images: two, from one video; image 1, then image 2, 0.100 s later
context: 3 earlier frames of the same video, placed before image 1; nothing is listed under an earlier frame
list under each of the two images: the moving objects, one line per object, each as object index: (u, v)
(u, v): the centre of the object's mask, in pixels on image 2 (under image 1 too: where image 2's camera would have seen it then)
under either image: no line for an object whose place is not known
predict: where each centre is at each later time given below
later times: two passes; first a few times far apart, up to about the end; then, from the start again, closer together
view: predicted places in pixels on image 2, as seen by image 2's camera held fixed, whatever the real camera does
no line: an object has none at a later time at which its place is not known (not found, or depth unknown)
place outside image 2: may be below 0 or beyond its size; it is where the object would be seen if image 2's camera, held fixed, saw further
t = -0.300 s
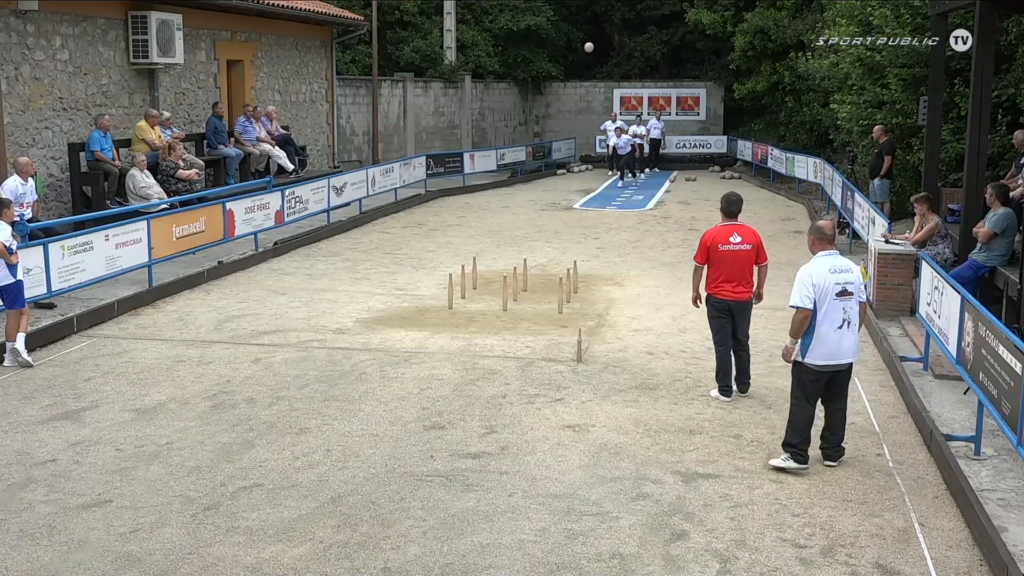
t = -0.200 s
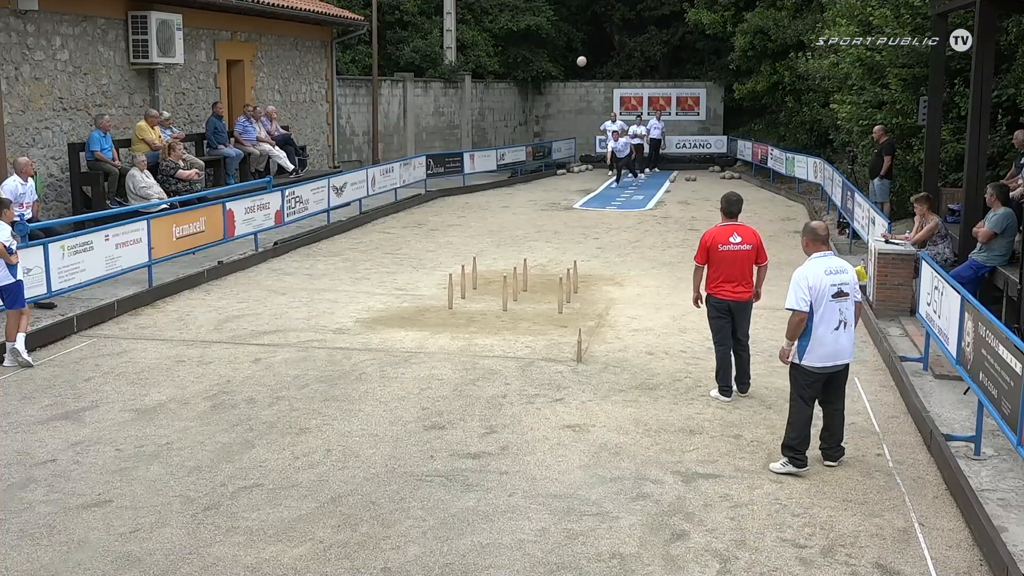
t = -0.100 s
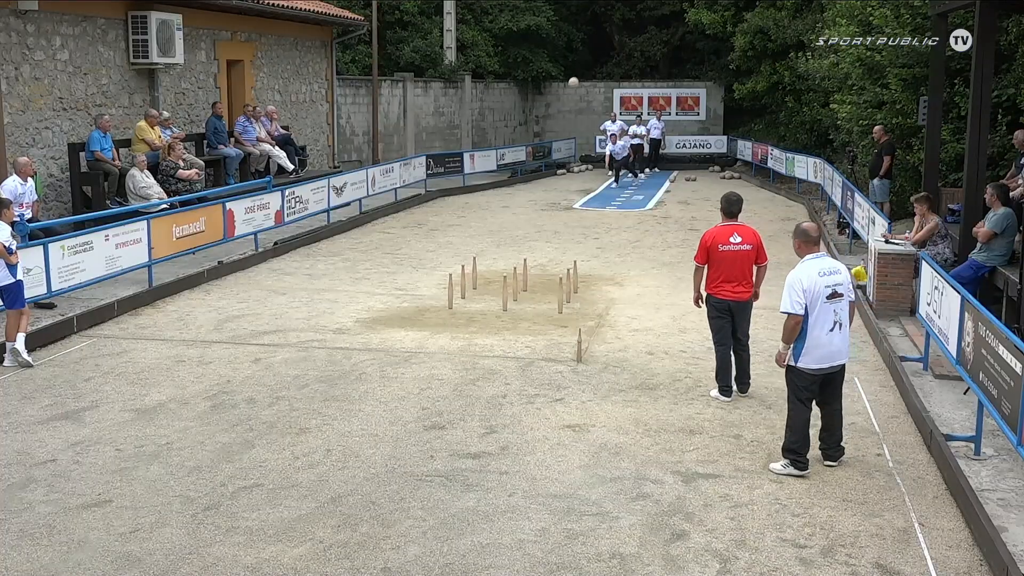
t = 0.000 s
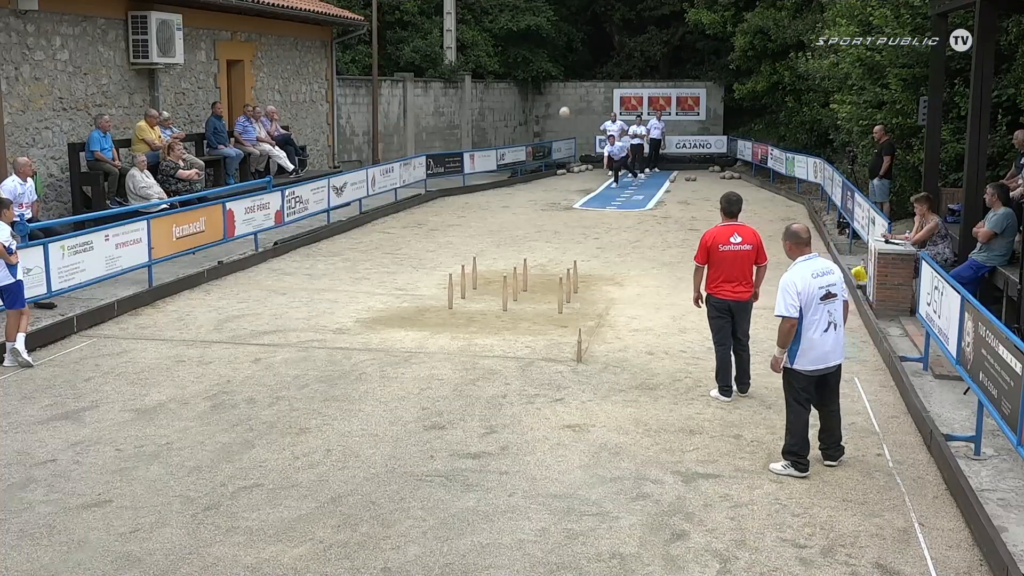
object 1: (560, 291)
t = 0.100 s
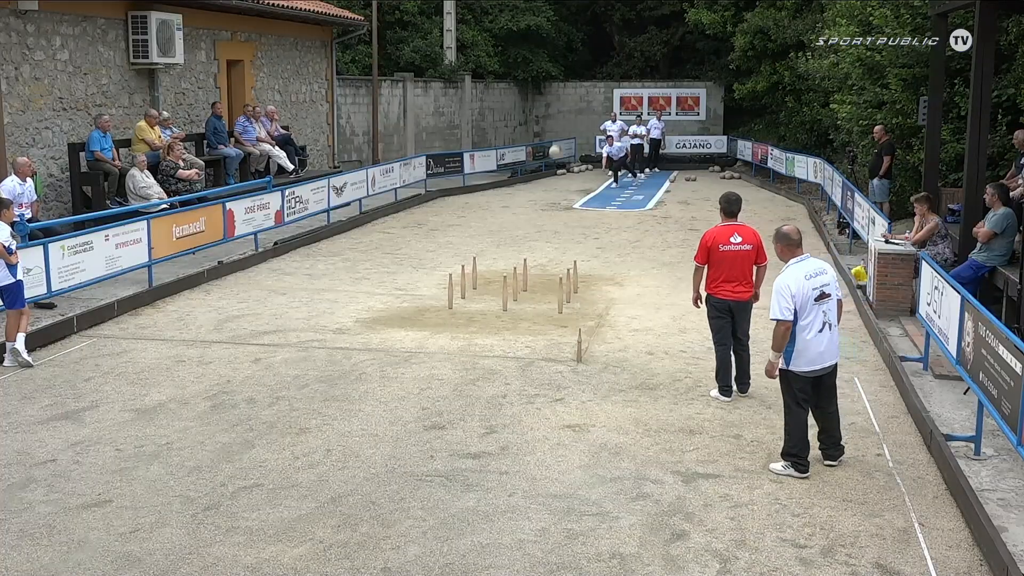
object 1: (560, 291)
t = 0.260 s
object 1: (560, 291)
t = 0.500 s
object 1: (560, 291)
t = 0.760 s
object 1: (560, 293)
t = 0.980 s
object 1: (575, 297)
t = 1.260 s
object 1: (610, 330)
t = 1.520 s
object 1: (616, 337)
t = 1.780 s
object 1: (615, 338)
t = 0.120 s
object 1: (560, 291)
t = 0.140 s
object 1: (560, 291)
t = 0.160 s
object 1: (560, 291)
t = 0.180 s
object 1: (560, 291)
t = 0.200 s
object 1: (560, 291)
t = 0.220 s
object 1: (560, 291)
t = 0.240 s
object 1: (560, 291)
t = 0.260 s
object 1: (560, 291)
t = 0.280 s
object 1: (560, 291)
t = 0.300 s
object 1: (560, 291)
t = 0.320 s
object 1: (560, 291)
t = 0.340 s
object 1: (560, 291)
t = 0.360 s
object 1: (560, 291)
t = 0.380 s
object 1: (560, 292)
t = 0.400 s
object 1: (560, 291)
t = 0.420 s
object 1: (560, 291)
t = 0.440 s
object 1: (560, 292)
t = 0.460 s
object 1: (560, 291)
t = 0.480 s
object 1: (560, 291)
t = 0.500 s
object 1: (560, 291)
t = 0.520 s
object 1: (560, 291)
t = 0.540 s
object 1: (560, 292)
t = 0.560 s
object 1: (560, 291)
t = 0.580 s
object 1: (560, 292)
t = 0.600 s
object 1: (560, 291)
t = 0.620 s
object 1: (560, 291)
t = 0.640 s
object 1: (560, 291)
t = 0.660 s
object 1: (560, 292)
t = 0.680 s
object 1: (560, 291)
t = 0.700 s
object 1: (560, 292)
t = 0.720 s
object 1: (560, 293)
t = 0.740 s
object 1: (560, 293)
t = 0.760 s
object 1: (560, 293)
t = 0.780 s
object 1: (560, 293)
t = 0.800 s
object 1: (560, 293)
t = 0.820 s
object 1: (560, 293)
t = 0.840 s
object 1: (560, 291)
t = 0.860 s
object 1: (561, 289)
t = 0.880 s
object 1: (564, 292)
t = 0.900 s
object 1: (566, 293)
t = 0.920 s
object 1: (568, 293)
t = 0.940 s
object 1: (570, 295)
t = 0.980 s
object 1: (575, 297)
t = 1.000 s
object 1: (578, 298)
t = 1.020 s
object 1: (581, 298)
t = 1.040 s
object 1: (583, 300)
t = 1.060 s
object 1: (586, 302)
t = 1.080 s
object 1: (589, 307)
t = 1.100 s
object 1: (591, 306)
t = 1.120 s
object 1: (595, 310)
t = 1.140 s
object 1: (597, 312)
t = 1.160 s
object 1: (599, 315)
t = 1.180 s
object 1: (602, 320)
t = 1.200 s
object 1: (603, 325)
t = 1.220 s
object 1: (605, 326)
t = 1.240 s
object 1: (608, 329)
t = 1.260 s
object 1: (610, 330)
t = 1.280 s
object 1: (611, 331)
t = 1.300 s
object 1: (612, 332)
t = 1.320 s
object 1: (612, 332)
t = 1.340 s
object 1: (613, 333)
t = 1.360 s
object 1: (613, 333)
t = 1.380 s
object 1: (614, 334)
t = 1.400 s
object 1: (614, 334)
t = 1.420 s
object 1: (615, 335)
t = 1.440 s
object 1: (616, 336)
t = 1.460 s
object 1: (616, 336)
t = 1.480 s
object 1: (616, 336)
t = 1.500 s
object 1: (616, 337)
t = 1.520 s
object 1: (616, 337)
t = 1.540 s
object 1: (617, 337)
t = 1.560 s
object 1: (617, 338)
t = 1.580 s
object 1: (616, 338)
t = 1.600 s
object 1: (616, 338)
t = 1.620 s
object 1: (616, 338)
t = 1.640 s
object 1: (616, 338)
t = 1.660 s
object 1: (616, 338)
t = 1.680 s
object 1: (616, 338)
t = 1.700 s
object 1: (616, 338)
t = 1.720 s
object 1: (616, 338)
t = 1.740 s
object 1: (616, 338)
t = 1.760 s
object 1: (616, 338)
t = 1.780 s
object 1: (615, 338)
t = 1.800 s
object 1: (615, 338)
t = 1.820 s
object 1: (615, 338)
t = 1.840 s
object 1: (615, 338)
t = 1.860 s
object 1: (616, 338)
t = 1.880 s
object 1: (616, 338)
